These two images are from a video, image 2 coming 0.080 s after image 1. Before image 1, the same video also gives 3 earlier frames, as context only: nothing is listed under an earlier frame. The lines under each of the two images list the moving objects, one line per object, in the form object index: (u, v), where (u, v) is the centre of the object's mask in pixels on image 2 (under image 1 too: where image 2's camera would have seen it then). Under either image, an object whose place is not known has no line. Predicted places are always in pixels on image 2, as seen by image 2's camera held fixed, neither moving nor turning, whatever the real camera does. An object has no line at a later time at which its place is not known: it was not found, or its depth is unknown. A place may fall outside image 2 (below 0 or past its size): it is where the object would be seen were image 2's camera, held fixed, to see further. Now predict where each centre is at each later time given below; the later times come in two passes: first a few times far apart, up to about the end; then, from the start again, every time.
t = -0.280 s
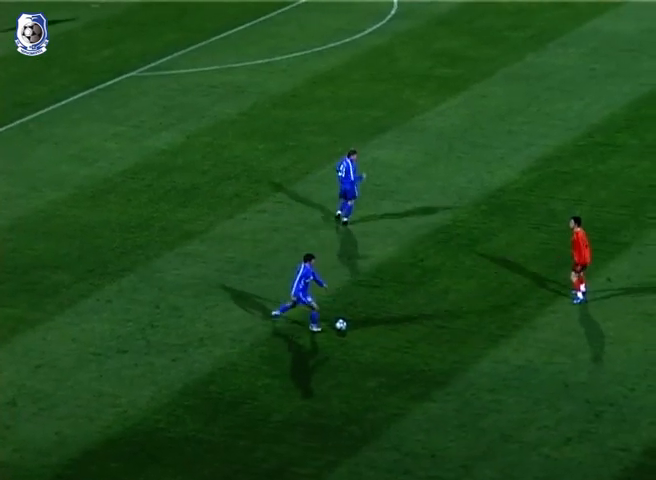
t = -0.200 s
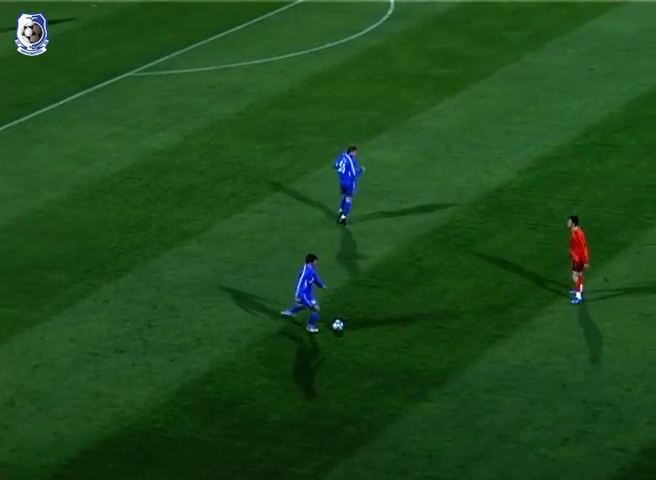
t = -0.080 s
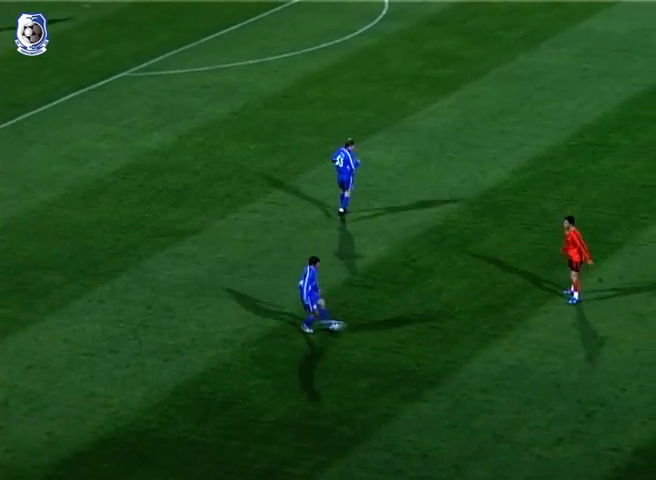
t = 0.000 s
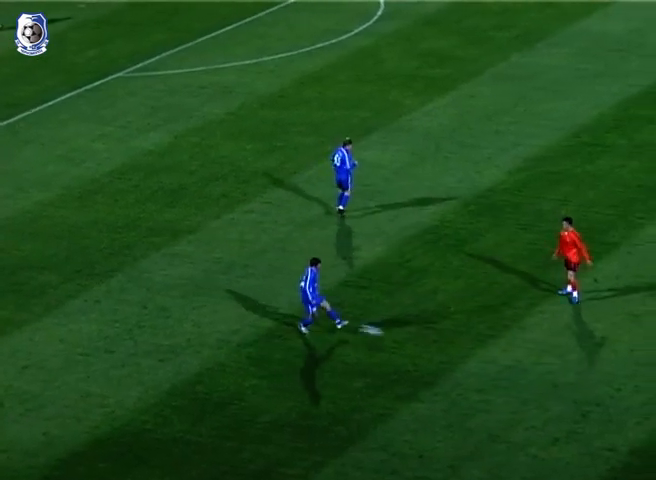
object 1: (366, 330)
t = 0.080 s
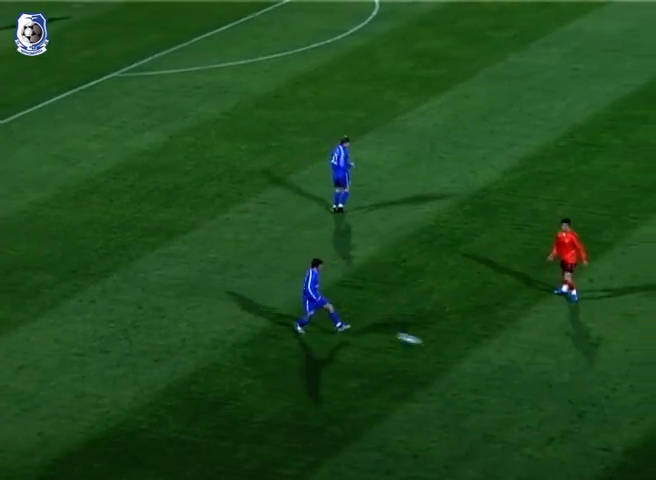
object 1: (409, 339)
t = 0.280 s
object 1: (499, 354)
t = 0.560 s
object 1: (605, 377)
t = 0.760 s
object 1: (668, 392)
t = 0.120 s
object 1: (430, 344)
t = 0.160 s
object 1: (450, 349)
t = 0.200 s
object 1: (466, 350)
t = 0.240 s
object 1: (482, 352)
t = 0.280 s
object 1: (499, 354)
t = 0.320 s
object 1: (517, 358)
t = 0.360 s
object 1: (534, 363)
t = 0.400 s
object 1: (551, 367)
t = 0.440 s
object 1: (565, 369)
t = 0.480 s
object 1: (578, 371)
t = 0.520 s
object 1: (592, 374)
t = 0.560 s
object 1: (605, 377)
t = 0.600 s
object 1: (619, 381)
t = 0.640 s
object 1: (632, 382)
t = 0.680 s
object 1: (645, 385)
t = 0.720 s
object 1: (656, 388)
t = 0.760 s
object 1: (668, 392)
